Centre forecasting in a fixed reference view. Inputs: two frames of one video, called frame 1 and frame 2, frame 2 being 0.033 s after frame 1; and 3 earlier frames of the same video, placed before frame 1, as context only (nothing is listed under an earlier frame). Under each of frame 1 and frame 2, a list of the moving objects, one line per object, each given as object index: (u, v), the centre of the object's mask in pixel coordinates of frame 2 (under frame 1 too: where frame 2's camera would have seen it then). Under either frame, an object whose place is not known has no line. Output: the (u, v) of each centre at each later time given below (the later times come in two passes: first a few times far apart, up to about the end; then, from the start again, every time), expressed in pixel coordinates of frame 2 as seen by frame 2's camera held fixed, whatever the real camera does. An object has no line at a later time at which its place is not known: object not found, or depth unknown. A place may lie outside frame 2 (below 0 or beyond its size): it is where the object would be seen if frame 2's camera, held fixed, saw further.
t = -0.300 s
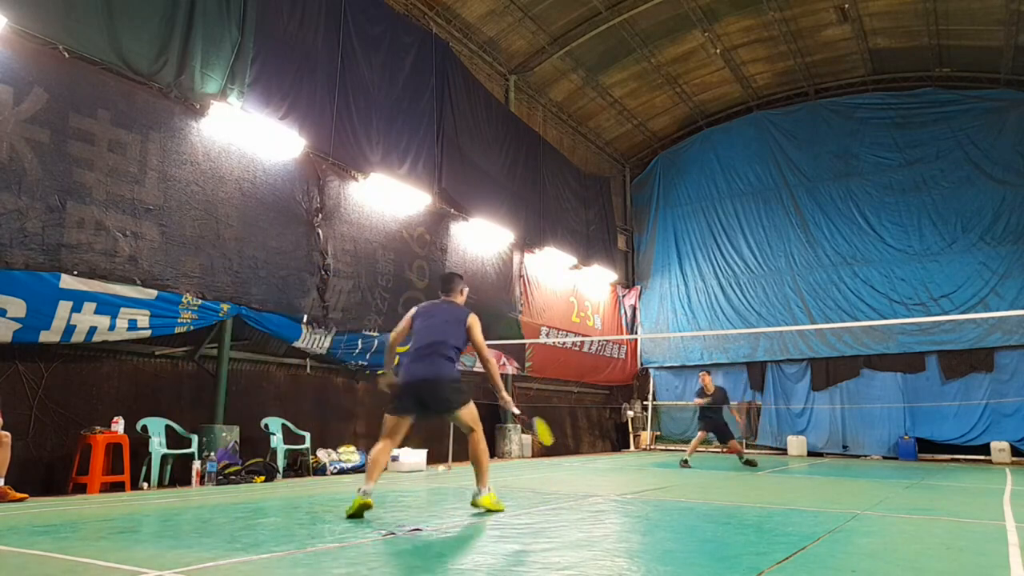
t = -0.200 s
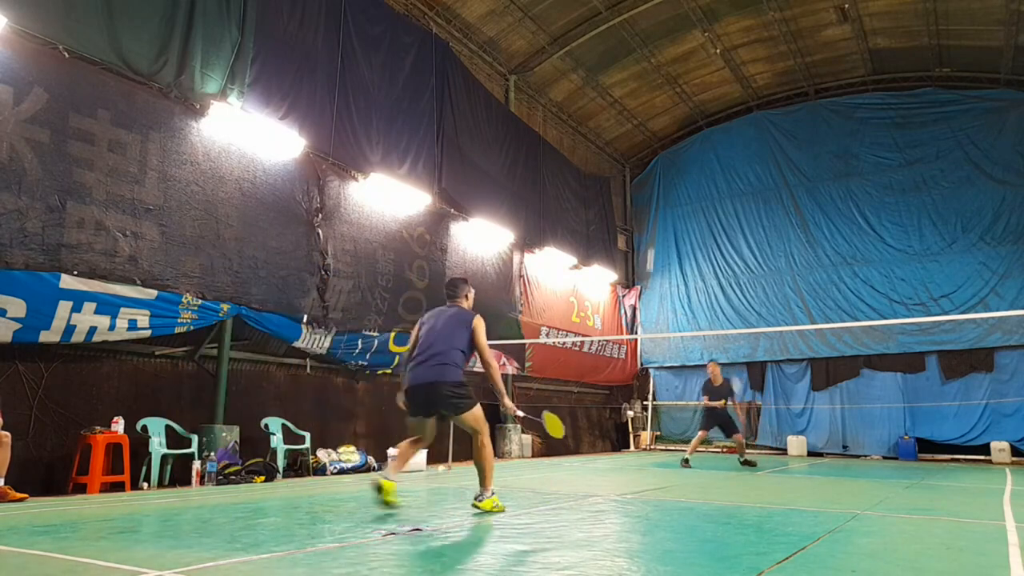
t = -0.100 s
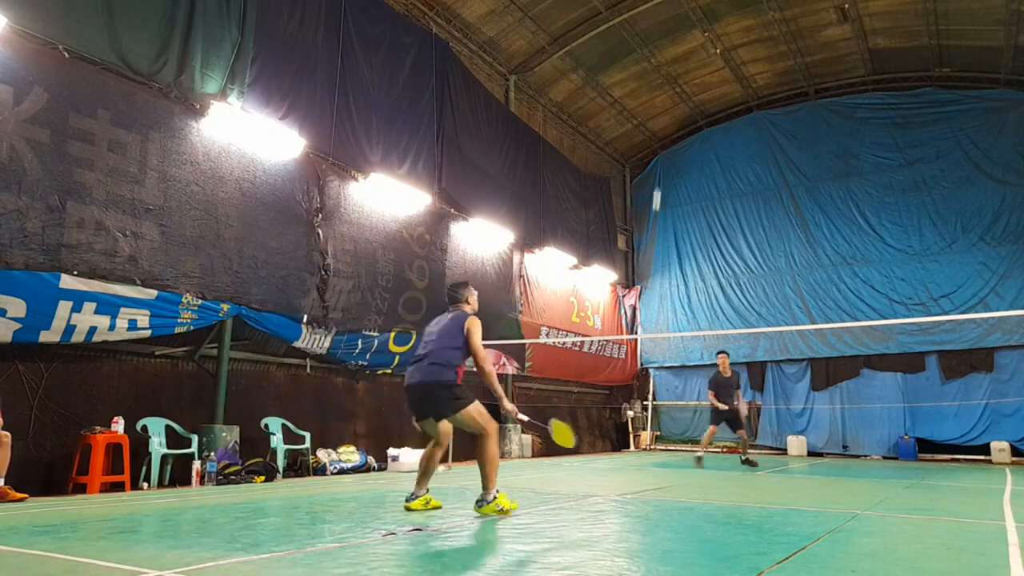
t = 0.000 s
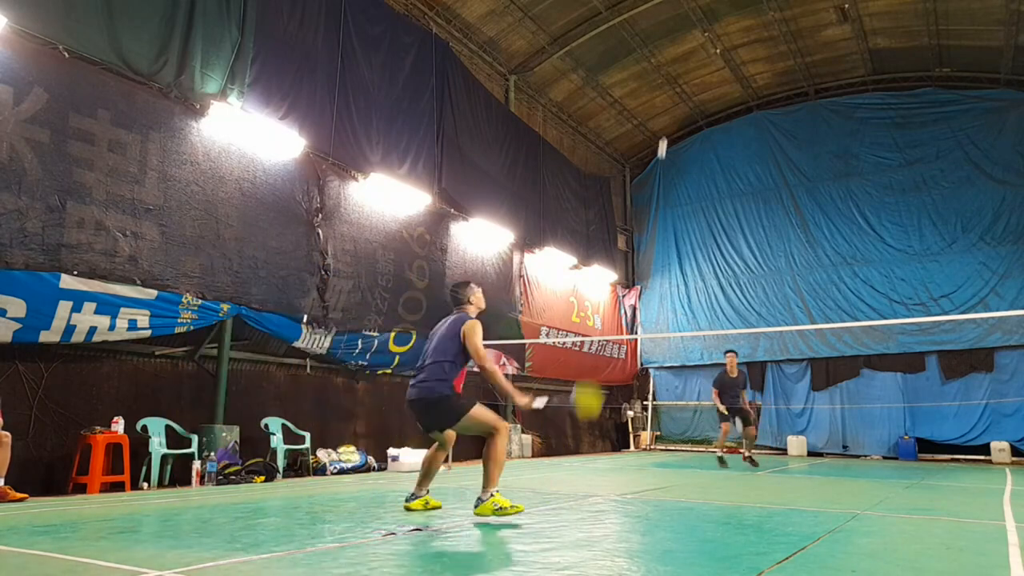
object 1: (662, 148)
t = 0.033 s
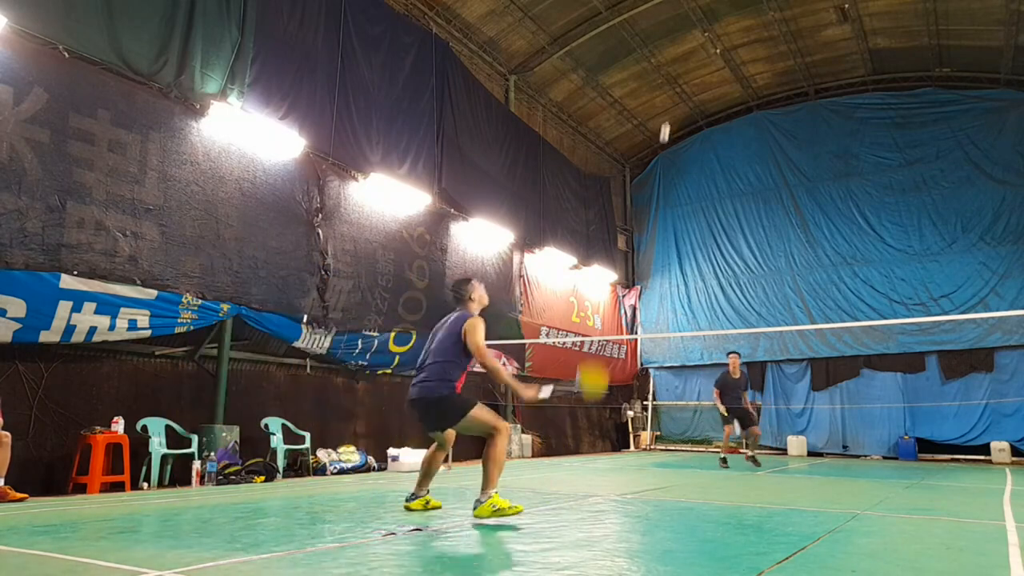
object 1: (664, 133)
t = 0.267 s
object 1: (681, 51)
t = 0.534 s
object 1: (704, 44)
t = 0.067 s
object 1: (667, 118)
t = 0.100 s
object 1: (669, 104)
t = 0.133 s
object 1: (671, 92)
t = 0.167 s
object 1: (673, 80)
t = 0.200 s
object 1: (676, 69)
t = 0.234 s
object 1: (678, 60)
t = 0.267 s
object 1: (681, 51)
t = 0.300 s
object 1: (684, 44)
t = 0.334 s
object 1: (686, 39)
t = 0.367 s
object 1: (689, 34)
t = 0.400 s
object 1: (692, 32)
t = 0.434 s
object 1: (695, 32)
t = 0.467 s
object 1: (698, 34)
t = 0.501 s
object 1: (700, 38)
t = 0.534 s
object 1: (704, 44)
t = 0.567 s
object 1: (707, 53)
